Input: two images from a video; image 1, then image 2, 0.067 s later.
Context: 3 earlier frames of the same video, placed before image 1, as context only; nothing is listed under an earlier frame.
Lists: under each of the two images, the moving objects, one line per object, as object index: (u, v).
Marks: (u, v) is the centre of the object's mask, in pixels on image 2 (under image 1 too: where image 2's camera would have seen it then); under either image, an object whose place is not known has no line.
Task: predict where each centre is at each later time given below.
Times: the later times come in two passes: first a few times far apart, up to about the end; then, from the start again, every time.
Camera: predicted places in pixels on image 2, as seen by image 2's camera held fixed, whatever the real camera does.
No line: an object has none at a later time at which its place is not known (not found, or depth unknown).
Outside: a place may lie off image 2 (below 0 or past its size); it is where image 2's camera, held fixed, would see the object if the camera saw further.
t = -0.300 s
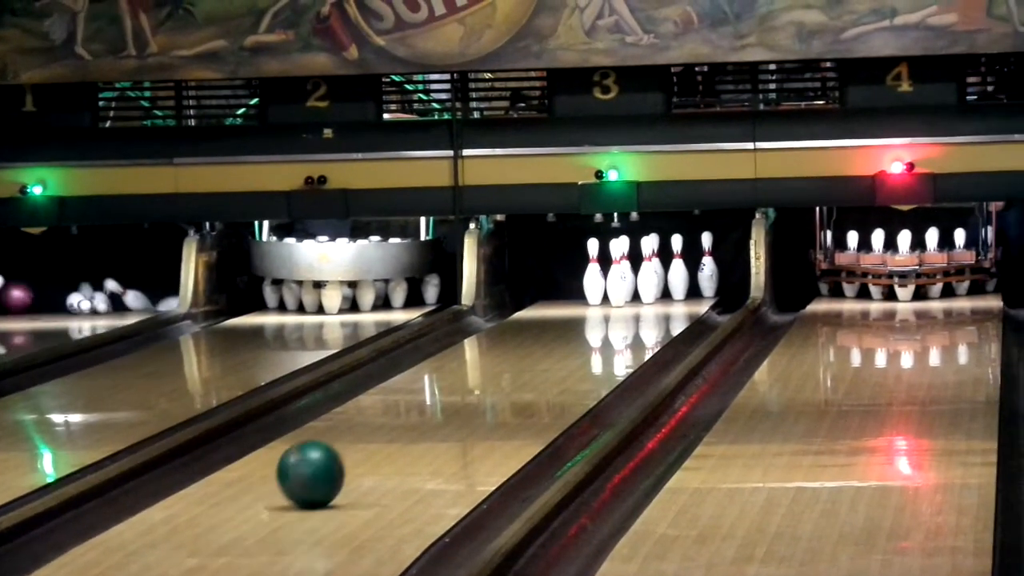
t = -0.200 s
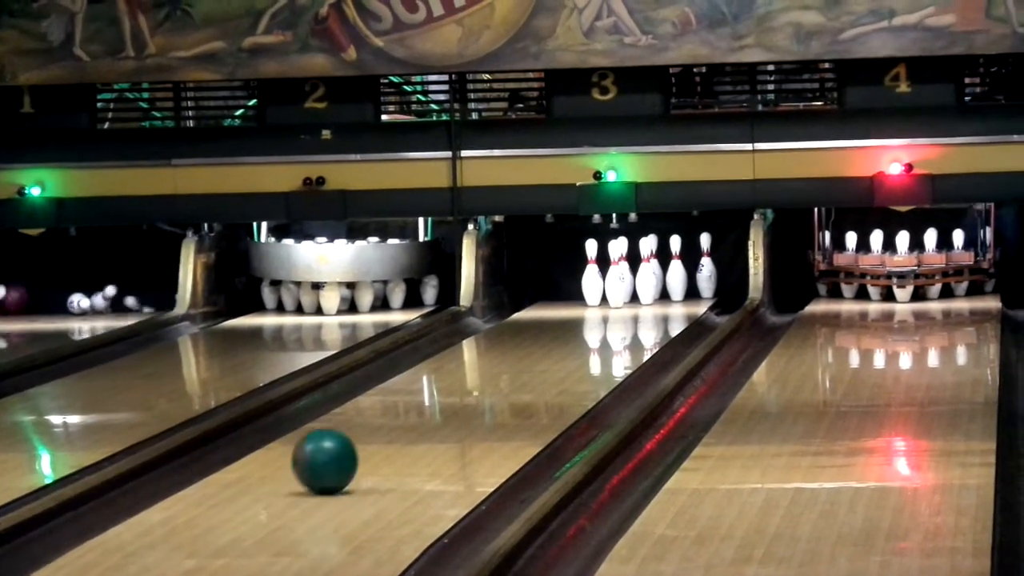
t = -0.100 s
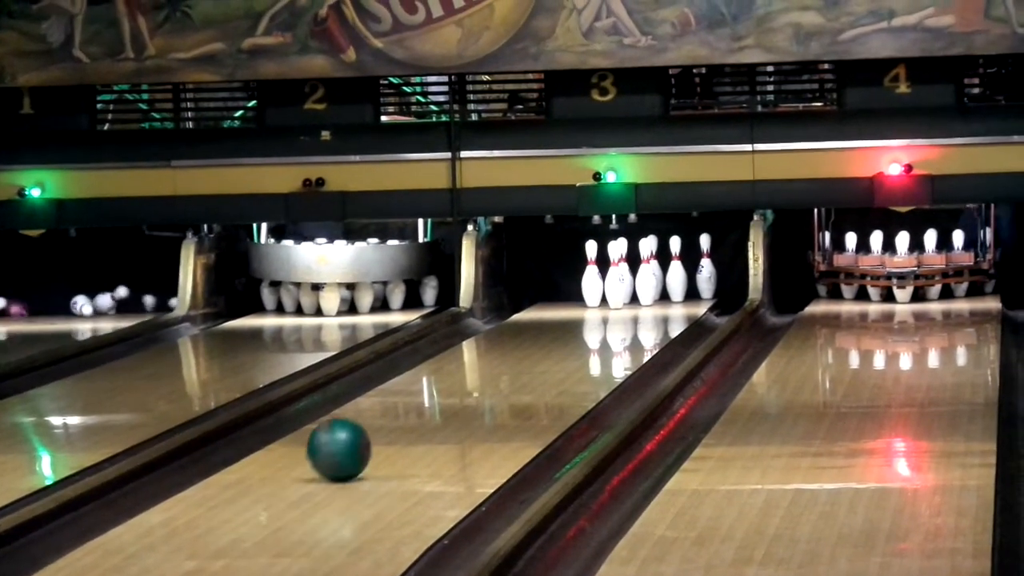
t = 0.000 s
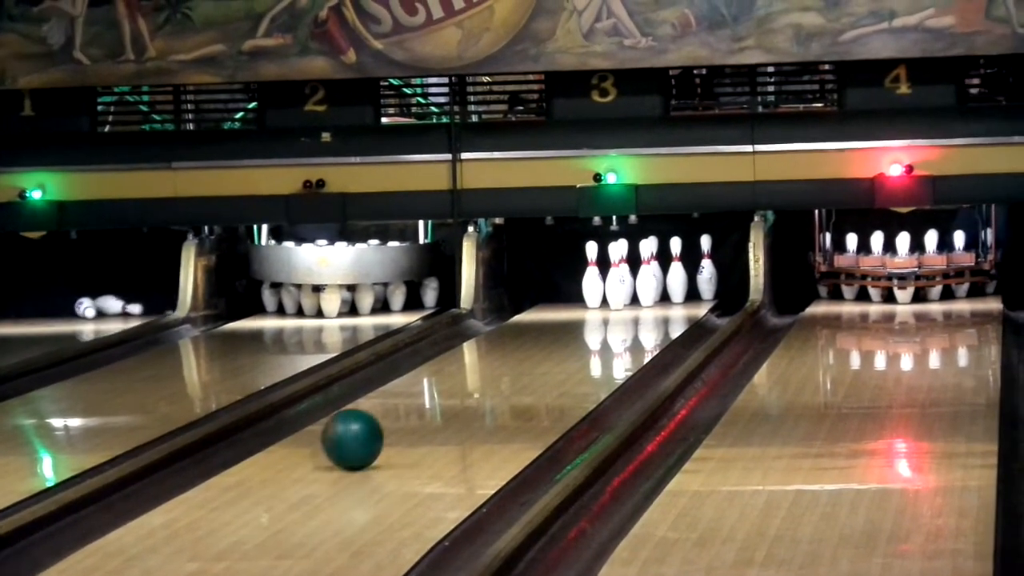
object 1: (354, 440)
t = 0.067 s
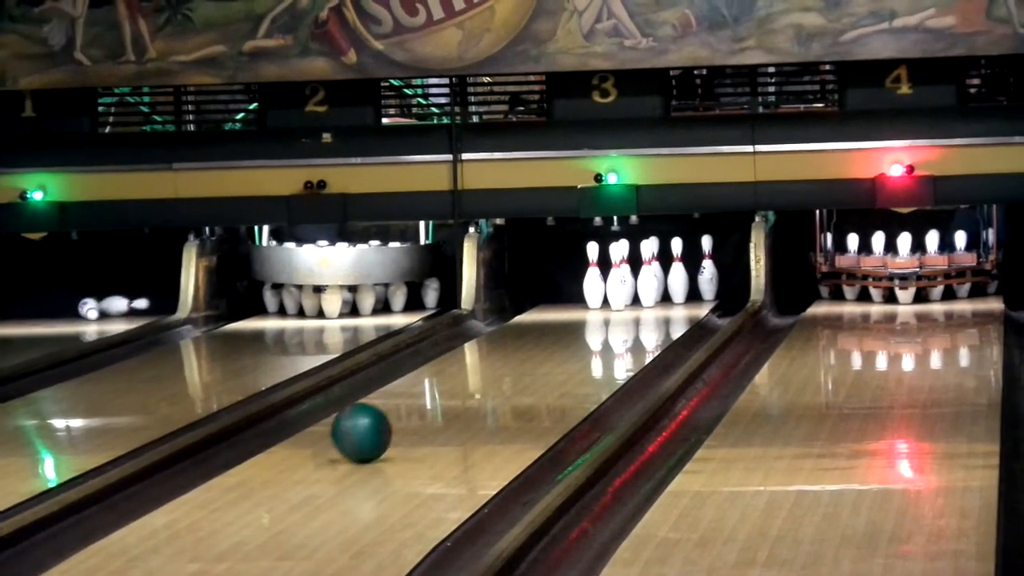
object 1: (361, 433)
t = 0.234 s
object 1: (379, 417)
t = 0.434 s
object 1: (397, 400)
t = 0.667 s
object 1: (415, 381)
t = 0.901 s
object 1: (432, 363)
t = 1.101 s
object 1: (445, 351)
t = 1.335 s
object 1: (459, 335)
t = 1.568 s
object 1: (472, 324)
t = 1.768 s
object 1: (482, 315)
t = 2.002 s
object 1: (490, 309)
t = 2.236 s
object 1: (504, 303)
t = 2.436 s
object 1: (519, 300)
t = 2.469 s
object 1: (519, 300)
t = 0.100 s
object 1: (365, 429)
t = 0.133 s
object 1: (369, 426)
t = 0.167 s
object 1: (372, 423)
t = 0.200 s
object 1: (376, 420)
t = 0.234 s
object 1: (379, 417)
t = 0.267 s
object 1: (382, 414)
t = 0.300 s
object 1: (385, 411)
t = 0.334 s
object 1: (389, 408)
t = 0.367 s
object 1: (391, 405)
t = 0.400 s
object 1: (394, 402)
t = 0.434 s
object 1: (397, 400)
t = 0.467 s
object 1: (400, 397)
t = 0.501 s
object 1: (402, 395)
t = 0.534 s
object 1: (405, 392)
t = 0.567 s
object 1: (407, 389)
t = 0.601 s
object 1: (410, 386)
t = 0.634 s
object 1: (413, 383)
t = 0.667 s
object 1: (415, 381)
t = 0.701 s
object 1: (417, 378)
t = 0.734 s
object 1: (420, 376)
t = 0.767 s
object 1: (422, 373)
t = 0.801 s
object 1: (424, 371)
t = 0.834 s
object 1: (427, 368)
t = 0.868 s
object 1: (429, 366)
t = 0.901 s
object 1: (432, 363)
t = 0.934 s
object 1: (434, 361)
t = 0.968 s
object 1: (436, 360)
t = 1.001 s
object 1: (438, 357)
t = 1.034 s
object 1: (440, 355)
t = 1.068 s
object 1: (443, 353)
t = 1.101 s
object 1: (445, 351)
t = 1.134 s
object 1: (447, 349)
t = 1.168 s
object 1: (449, 346)
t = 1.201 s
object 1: (451, 345)
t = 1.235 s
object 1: (453, 343)
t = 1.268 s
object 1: (456, 341)
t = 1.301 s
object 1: (457, 338)
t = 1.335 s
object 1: (459, 335)
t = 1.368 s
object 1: (460, 334)
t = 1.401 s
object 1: (463, 332)
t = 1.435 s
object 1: (465, 331)
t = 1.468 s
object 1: (466, 329)
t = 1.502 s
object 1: (468, 327)
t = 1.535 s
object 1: (470, 326)
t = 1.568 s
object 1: (472, 324)
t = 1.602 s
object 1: (473, 322)
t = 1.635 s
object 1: (475, 320)
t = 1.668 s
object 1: (477, 319)
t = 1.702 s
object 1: (478, 318)
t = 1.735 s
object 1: (480, 316)
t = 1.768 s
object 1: (482, 315)
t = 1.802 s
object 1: (484, 313)
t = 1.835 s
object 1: (486, 312)
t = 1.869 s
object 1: (488, 310)
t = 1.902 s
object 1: (489, 309)
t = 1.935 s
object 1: (489, 308)
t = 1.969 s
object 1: (489, 309)
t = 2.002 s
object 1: (490, 309)
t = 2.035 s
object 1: (488, 310)
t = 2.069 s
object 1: (487, 312)
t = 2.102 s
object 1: (488, 308)
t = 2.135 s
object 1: (492, 305)
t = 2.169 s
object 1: (498, 302)
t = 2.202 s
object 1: (502, 302)
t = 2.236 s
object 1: (504, 303)
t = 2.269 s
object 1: (505, 304)
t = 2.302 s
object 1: (506, 304)
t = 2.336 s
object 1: (507, 305)
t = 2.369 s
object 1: (515, 303)
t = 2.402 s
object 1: (516, 302)
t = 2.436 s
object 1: (519, 300)
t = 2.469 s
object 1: (519, 300)
